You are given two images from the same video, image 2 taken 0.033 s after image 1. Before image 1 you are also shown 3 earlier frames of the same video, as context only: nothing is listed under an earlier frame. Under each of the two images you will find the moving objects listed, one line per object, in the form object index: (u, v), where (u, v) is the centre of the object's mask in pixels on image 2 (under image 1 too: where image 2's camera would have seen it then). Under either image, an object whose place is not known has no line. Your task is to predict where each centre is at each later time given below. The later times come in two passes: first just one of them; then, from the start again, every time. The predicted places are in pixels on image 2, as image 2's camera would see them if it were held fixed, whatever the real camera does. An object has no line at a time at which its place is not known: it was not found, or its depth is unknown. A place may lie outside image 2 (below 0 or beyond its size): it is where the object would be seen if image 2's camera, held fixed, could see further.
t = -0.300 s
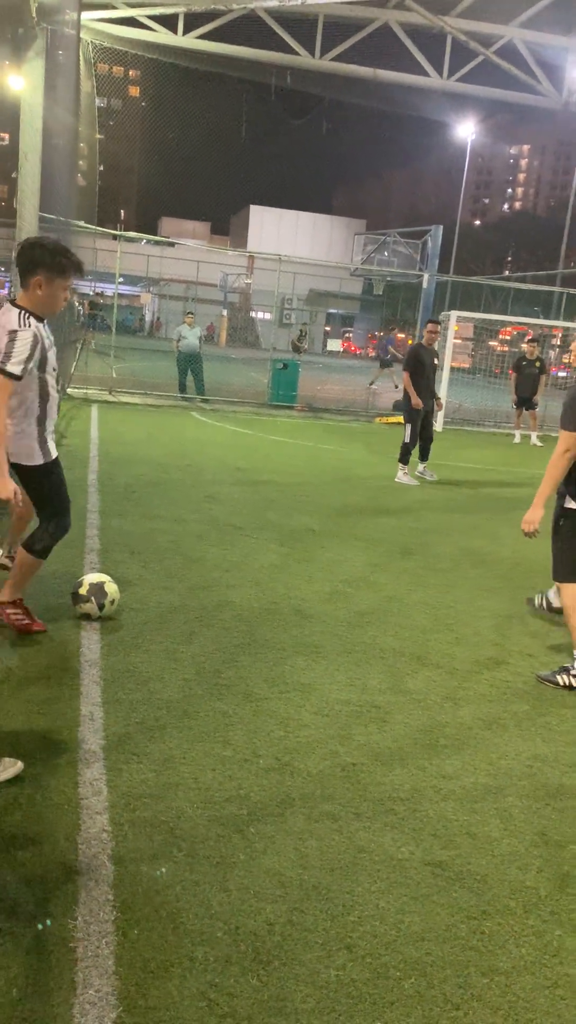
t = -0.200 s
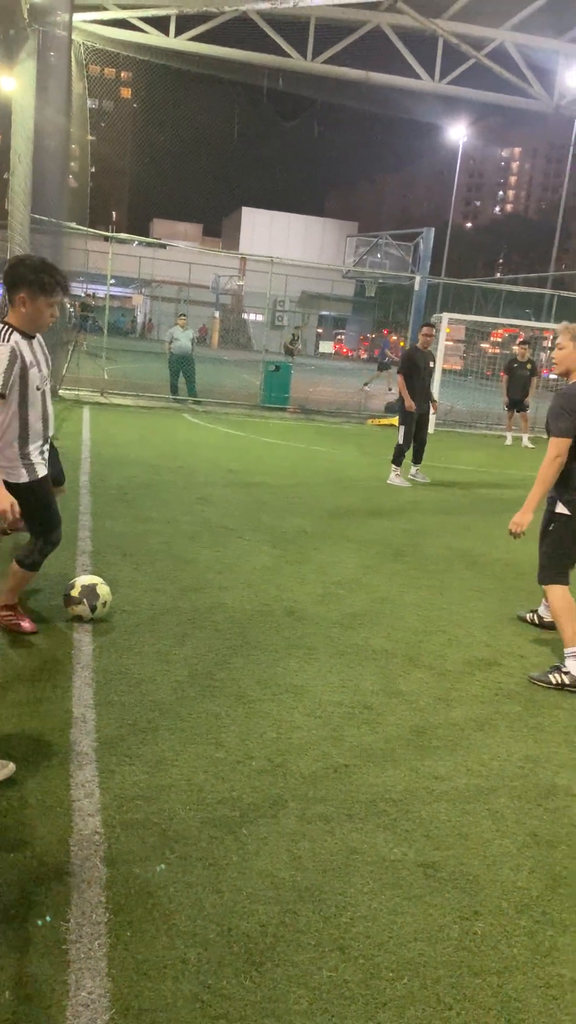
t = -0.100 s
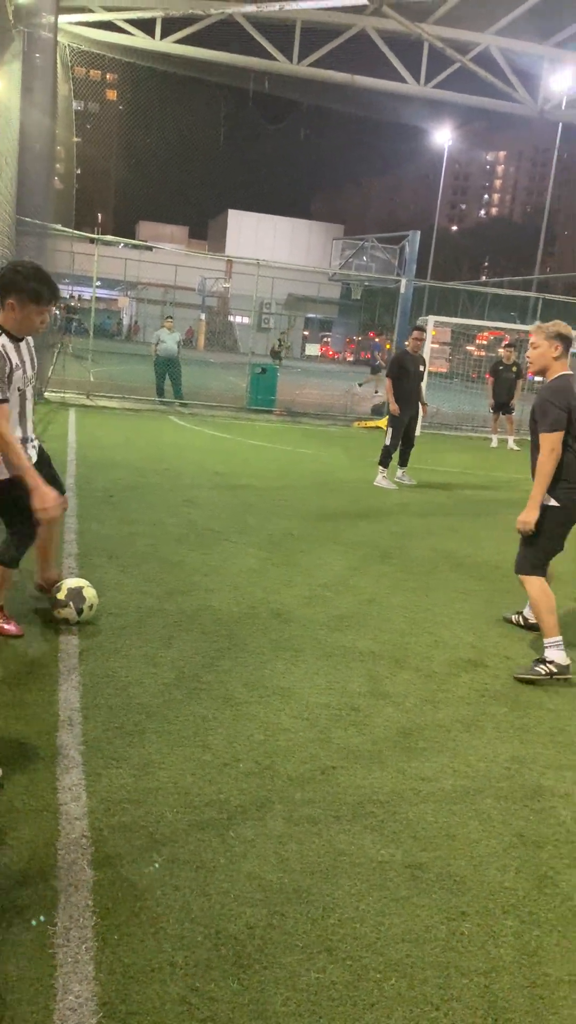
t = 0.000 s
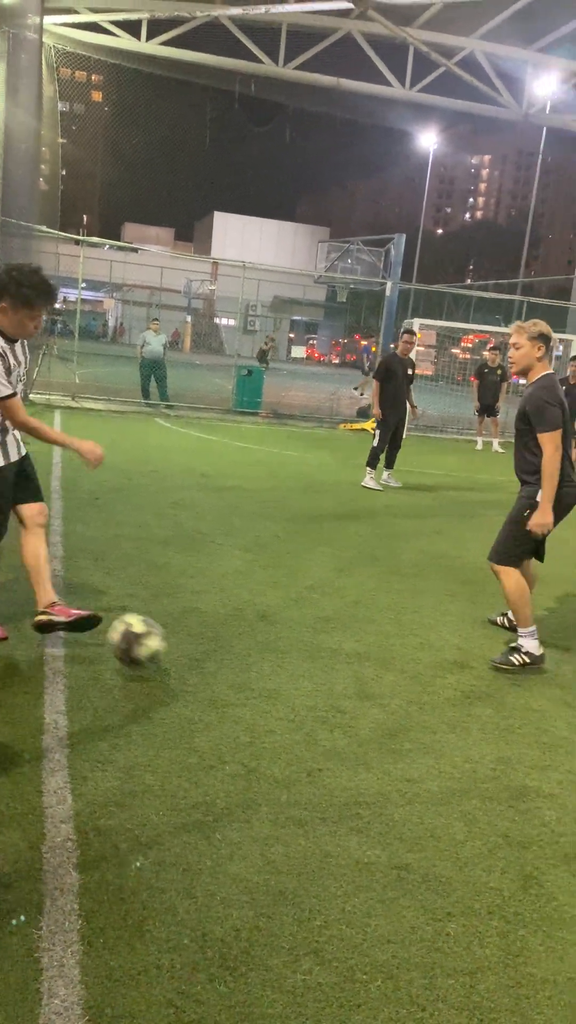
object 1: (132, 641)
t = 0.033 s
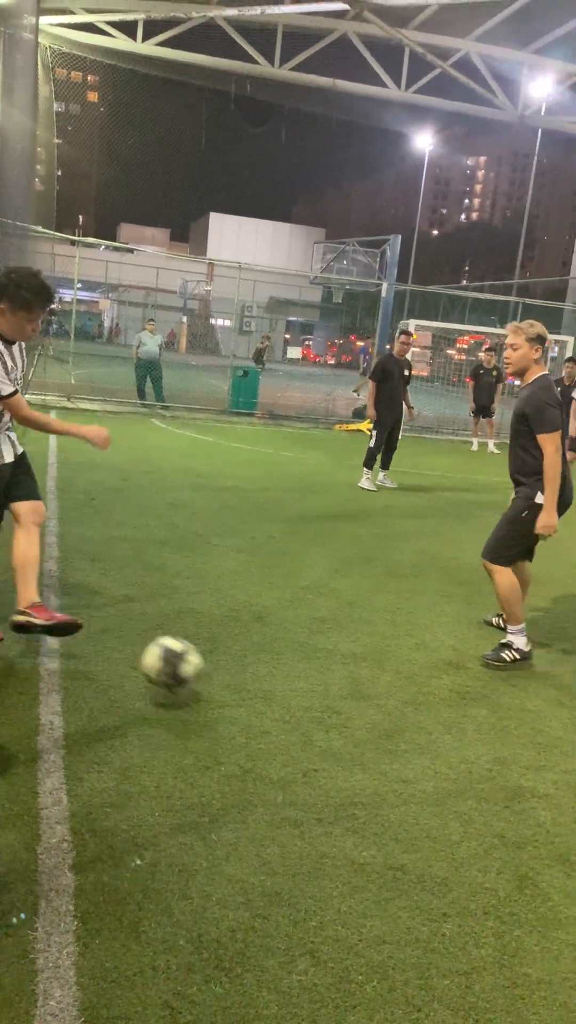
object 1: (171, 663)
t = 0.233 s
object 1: (540, 888)
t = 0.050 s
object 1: (193, 676)
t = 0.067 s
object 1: (216, 690)
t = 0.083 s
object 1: (242, 716)
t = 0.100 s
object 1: (269, 734)
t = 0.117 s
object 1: (296, 756)
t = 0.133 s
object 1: (325, 781)
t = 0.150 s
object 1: (355, 799)
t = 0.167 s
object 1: (387, 814)
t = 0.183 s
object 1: (420, 828)
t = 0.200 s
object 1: (457, 842)
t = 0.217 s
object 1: (497, 863)
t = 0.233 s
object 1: (540, 888)
